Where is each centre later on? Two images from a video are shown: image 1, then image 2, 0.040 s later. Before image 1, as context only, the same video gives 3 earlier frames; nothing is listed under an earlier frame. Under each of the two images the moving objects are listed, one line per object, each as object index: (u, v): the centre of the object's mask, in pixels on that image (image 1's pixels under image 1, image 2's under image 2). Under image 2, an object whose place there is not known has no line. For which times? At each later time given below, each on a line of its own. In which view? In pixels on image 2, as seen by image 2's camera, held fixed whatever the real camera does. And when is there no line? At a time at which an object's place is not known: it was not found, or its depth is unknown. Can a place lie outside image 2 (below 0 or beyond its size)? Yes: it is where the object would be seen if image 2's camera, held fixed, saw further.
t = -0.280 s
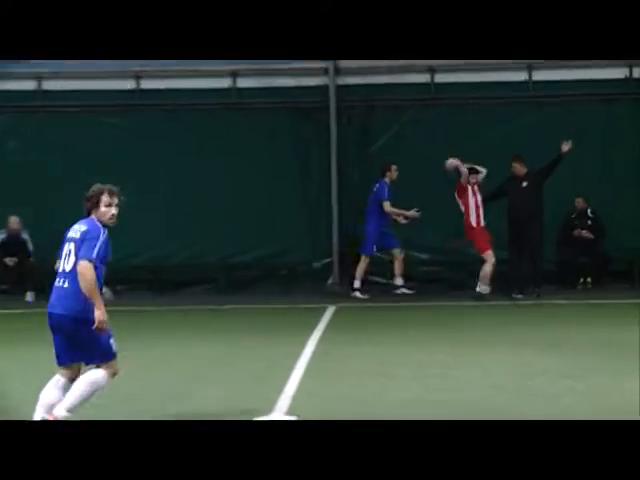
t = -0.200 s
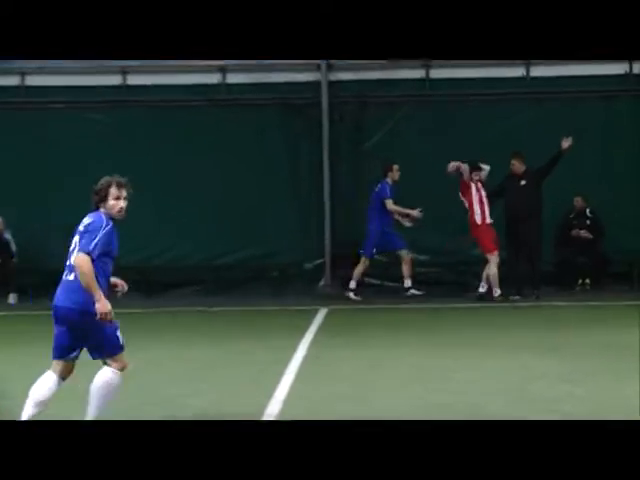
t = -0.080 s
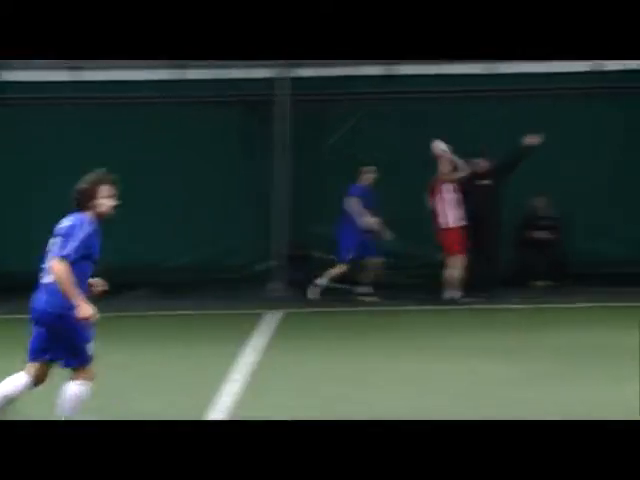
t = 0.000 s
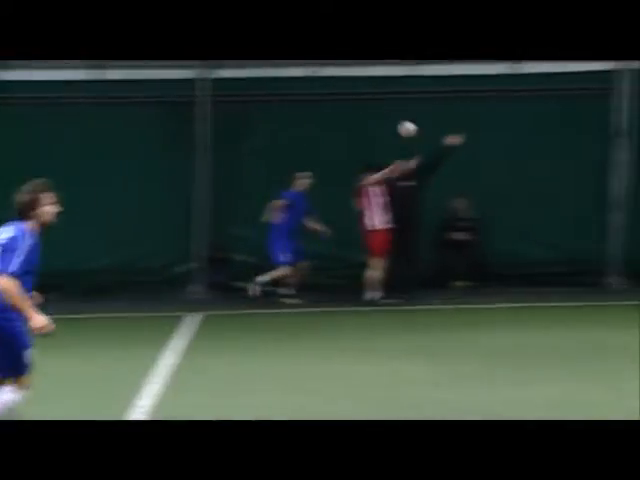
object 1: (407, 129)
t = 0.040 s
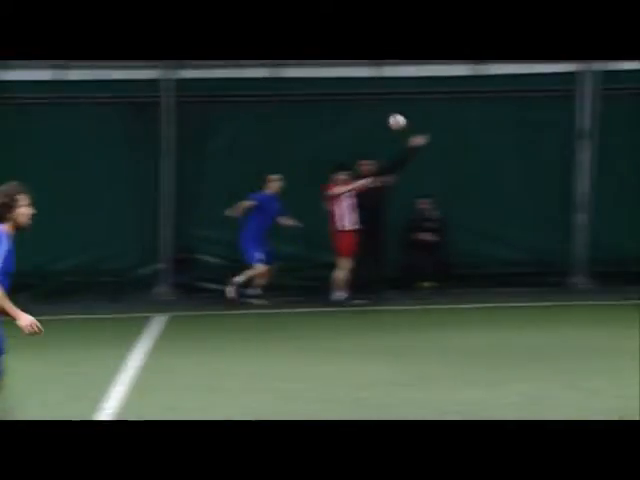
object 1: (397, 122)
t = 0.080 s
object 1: (421, 115)
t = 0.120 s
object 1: (447, 109)
